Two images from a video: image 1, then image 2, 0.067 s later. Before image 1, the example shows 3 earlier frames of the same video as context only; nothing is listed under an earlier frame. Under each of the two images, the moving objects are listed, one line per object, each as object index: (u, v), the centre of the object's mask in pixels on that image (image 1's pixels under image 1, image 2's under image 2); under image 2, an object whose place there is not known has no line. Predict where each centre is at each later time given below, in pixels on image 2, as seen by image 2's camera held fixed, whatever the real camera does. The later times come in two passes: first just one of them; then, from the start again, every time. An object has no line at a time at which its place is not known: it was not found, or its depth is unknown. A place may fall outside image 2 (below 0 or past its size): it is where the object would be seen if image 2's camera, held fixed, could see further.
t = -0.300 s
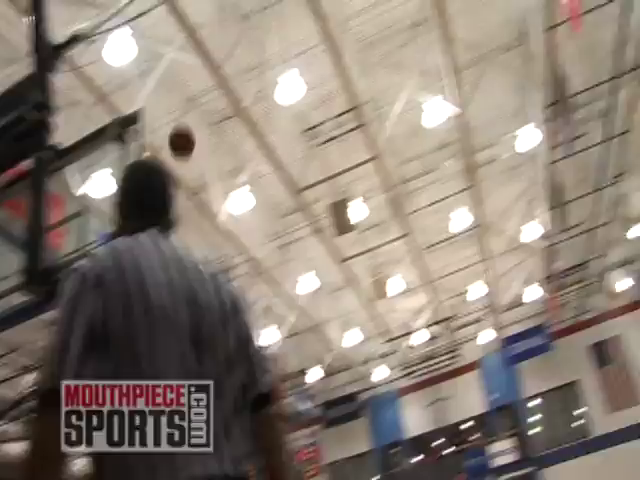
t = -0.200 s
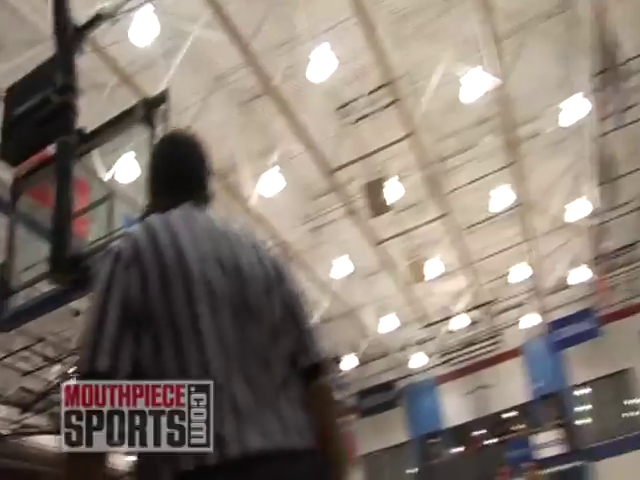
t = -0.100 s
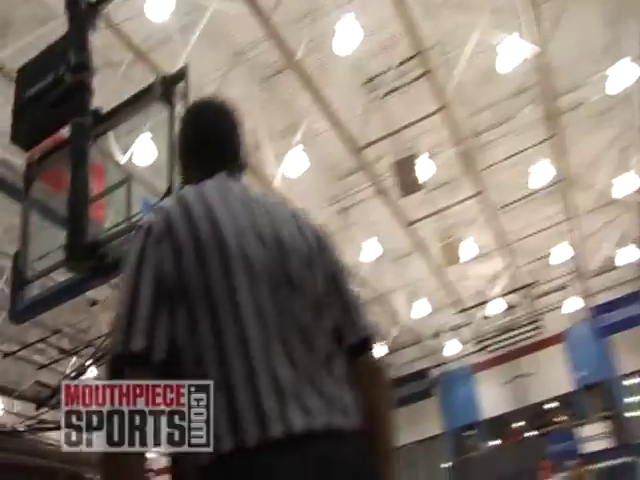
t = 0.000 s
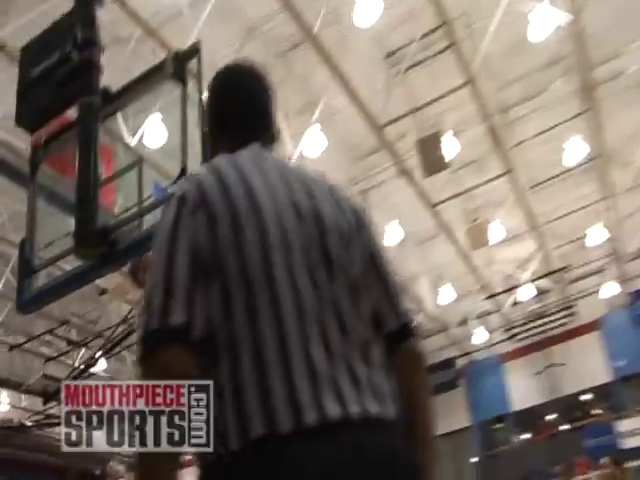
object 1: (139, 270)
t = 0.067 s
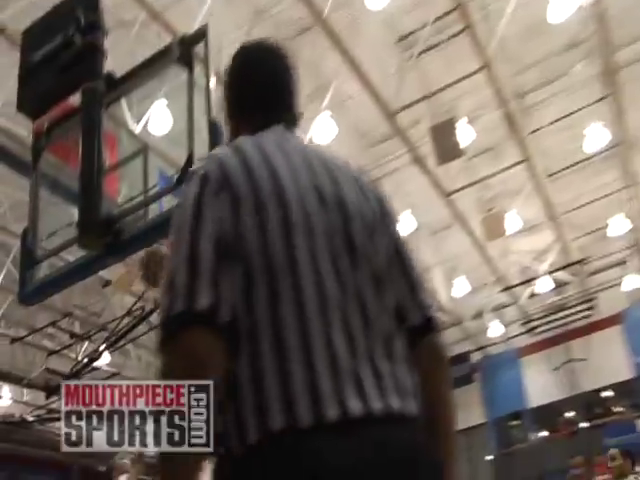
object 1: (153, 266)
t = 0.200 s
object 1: (165, 289)
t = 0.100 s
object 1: (158, 271)
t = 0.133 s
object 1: (161, 275)
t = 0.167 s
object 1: (163, 278)
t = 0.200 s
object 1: (165, 289)
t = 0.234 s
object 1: (167, 294)
